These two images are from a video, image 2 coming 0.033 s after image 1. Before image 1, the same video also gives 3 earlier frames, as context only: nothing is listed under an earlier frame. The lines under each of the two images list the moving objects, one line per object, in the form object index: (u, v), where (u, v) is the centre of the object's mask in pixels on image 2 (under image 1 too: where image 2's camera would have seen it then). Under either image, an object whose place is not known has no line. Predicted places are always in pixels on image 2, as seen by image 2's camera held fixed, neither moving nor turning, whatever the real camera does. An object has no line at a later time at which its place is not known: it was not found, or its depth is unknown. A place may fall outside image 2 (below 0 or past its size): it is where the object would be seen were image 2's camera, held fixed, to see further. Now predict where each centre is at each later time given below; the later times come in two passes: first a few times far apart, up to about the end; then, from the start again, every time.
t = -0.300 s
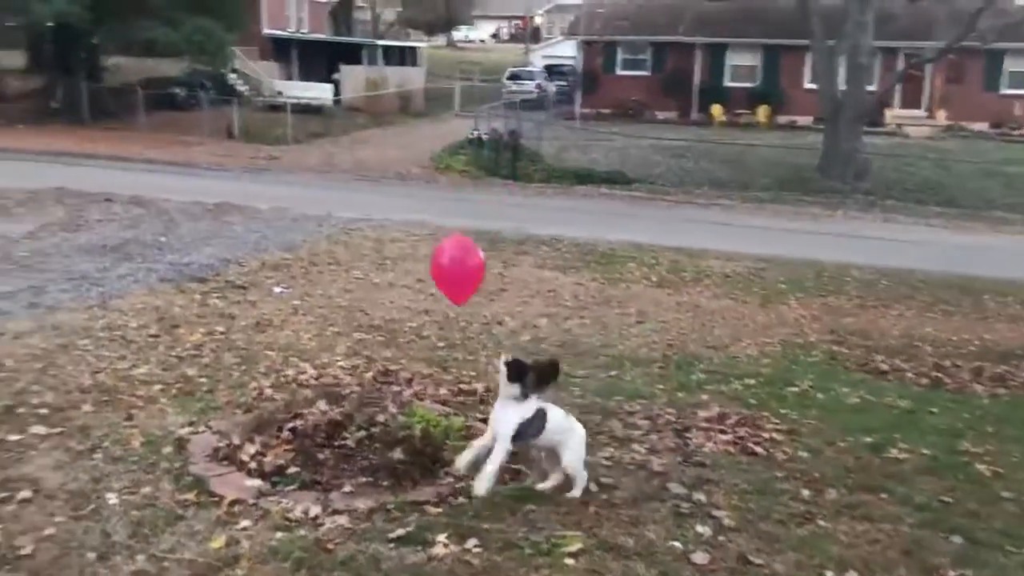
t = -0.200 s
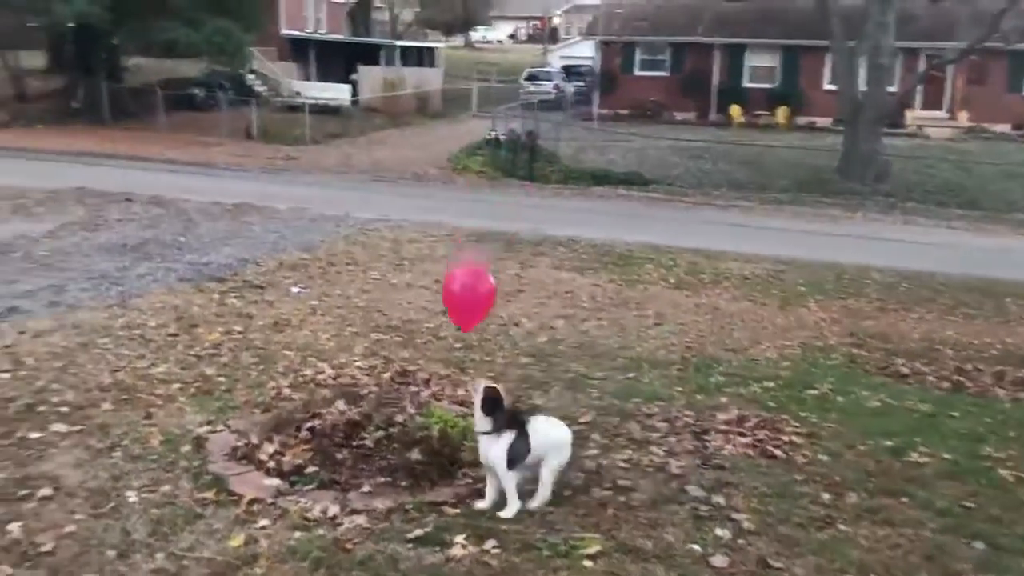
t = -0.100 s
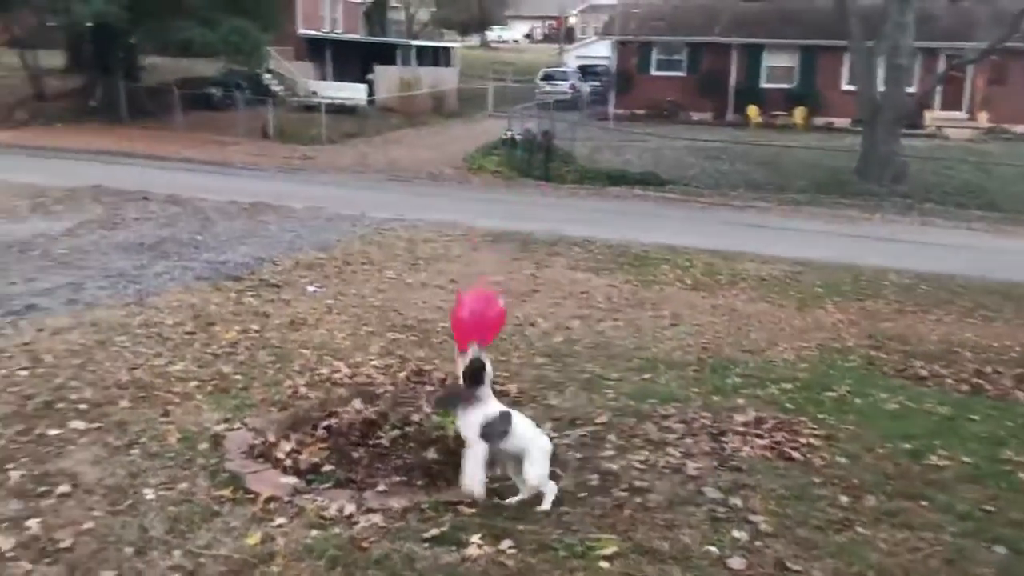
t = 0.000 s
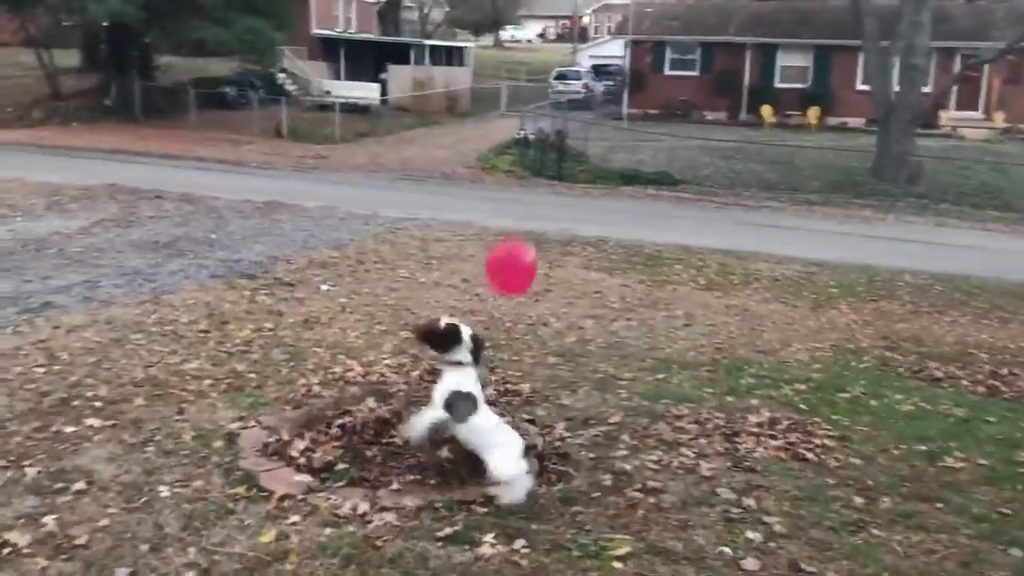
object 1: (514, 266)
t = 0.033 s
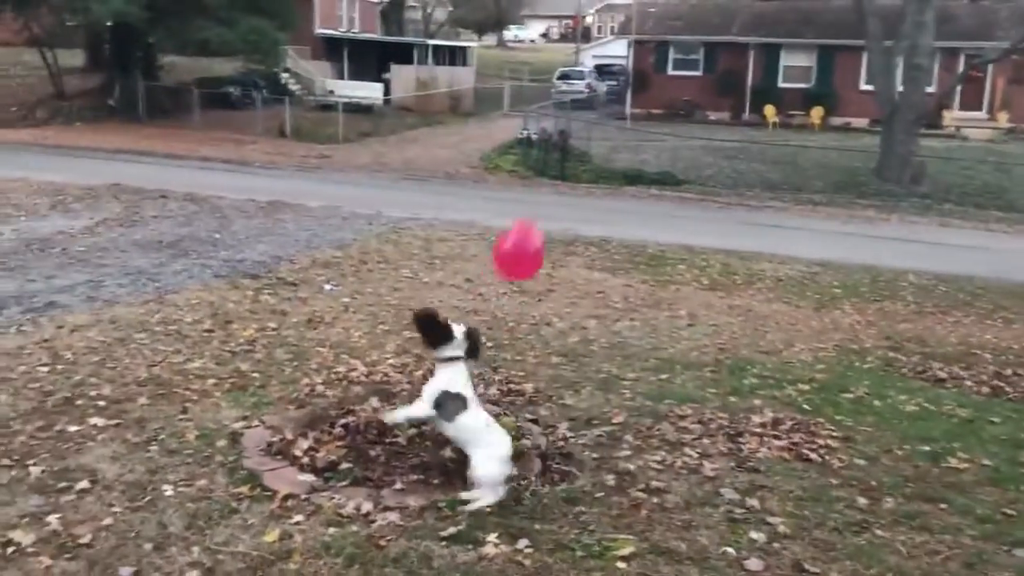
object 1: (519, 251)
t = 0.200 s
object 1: (539, 193)
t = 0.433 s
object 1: (546, 160)
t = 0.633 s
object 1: (544, 157)
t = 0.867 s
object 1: (534, 170)
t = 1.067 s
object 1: (523, 192)
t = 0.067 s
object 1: (524, 237)
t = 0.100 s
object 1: (528, 225)
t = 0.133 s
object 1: (533, 212)
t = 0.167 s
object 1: (536, 201)
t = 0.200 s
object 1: (539, 193)
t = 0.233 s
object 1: (541, 185)
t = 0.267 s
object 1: (544, 179)
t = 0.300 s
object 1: (544, 174)
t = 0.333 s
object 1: (546, 170)
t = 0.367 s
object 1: (546, 165)
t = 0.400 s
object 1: (547, 163)
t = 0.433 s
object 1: (546, 160)
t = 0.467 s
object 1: (546, 158)
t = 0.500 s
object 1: (546, 157)
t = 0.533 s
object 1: (546, 157)
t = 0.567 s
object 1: (545, 157)
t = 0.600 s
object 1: (545, 157)
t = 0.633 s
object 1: (544, 157)
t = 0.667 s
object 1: (542, 157)
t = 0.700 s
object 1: (541, 159)
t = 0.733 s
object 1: (539, 161)
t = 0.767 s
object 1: (539, 162)
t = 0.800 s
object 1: (537, 164)
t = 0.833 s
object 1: (535, 167)
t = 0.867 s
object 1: (534, 170)
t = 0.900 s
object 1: (532, 173)
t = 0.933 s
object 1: (530, 176)
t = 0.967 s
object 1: (529, 180)
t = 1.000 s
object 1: (528, 184)
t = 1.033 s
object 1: (526, 188)
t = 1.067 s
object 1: (523, 192)
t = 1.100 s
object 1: (521, 196)
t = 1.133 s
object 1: (519, 201)
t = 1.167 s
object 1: (517, 207)
